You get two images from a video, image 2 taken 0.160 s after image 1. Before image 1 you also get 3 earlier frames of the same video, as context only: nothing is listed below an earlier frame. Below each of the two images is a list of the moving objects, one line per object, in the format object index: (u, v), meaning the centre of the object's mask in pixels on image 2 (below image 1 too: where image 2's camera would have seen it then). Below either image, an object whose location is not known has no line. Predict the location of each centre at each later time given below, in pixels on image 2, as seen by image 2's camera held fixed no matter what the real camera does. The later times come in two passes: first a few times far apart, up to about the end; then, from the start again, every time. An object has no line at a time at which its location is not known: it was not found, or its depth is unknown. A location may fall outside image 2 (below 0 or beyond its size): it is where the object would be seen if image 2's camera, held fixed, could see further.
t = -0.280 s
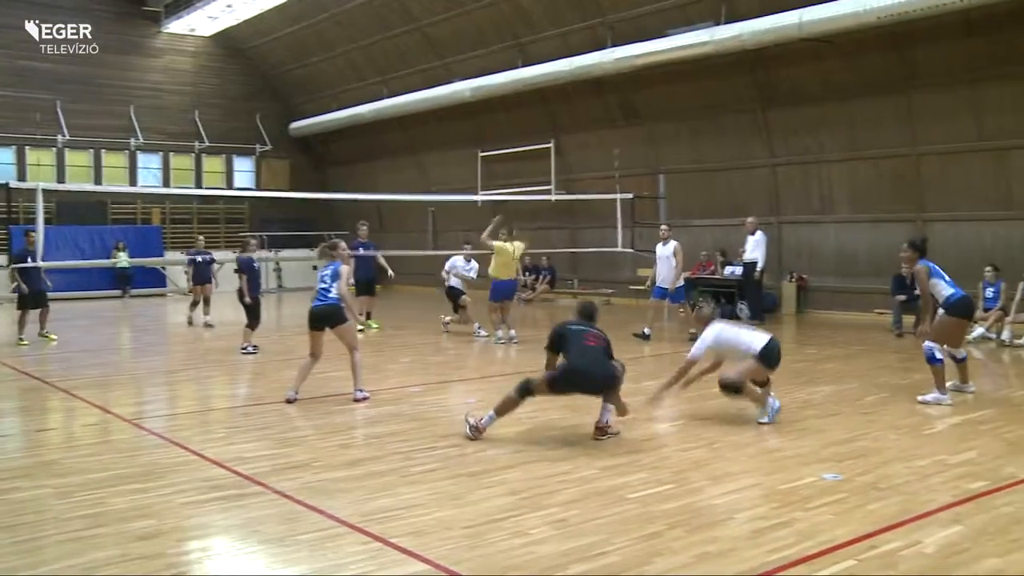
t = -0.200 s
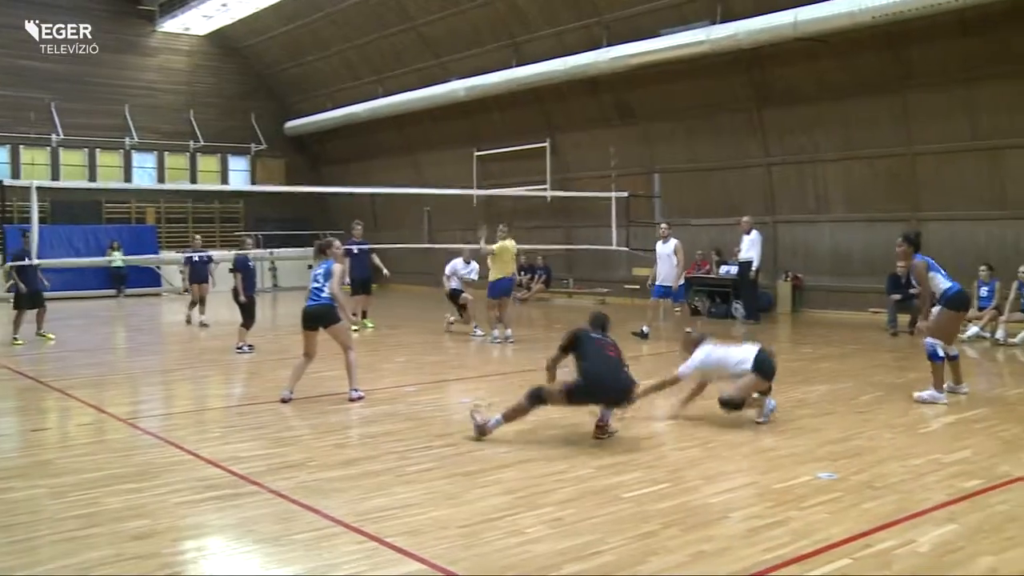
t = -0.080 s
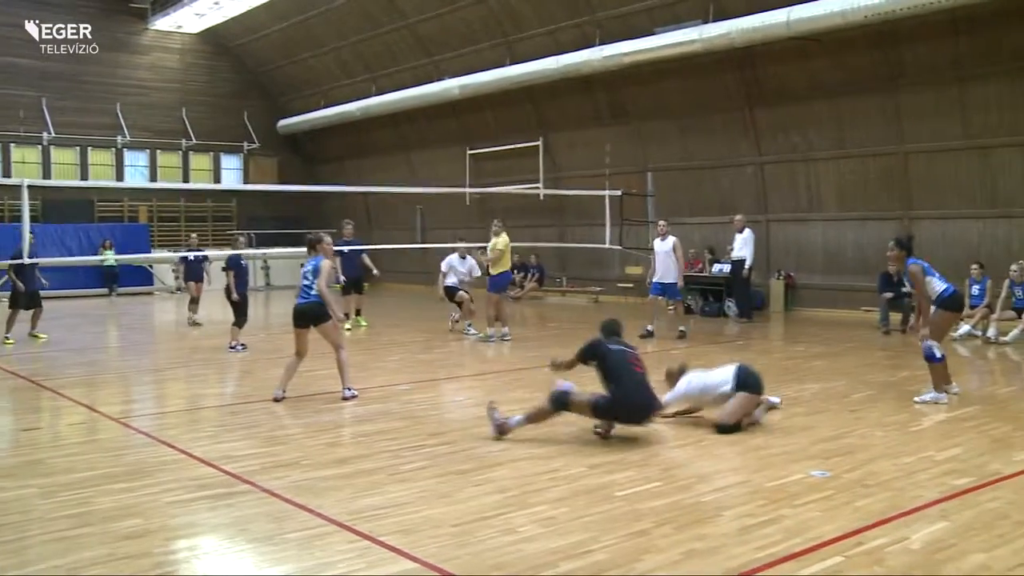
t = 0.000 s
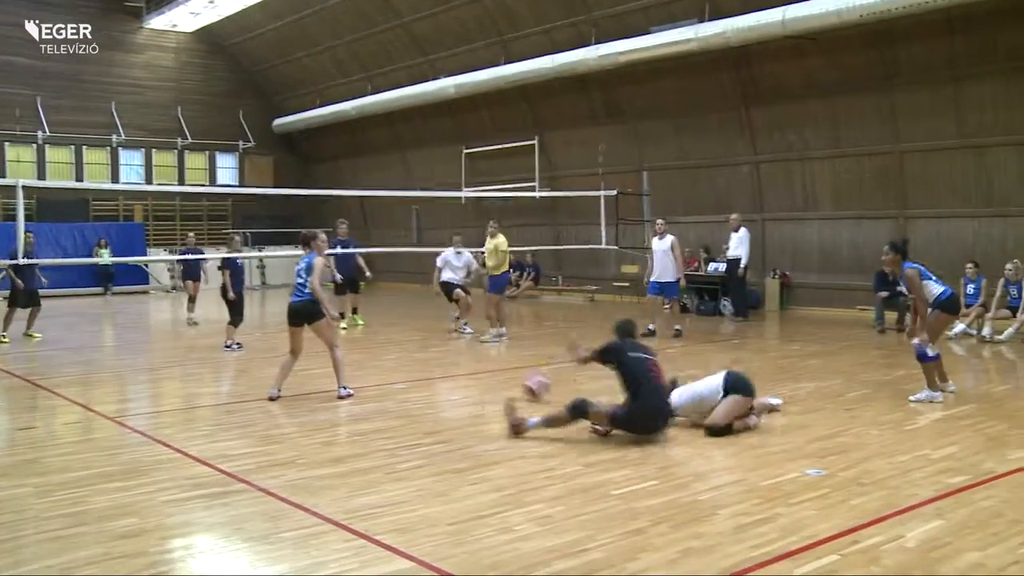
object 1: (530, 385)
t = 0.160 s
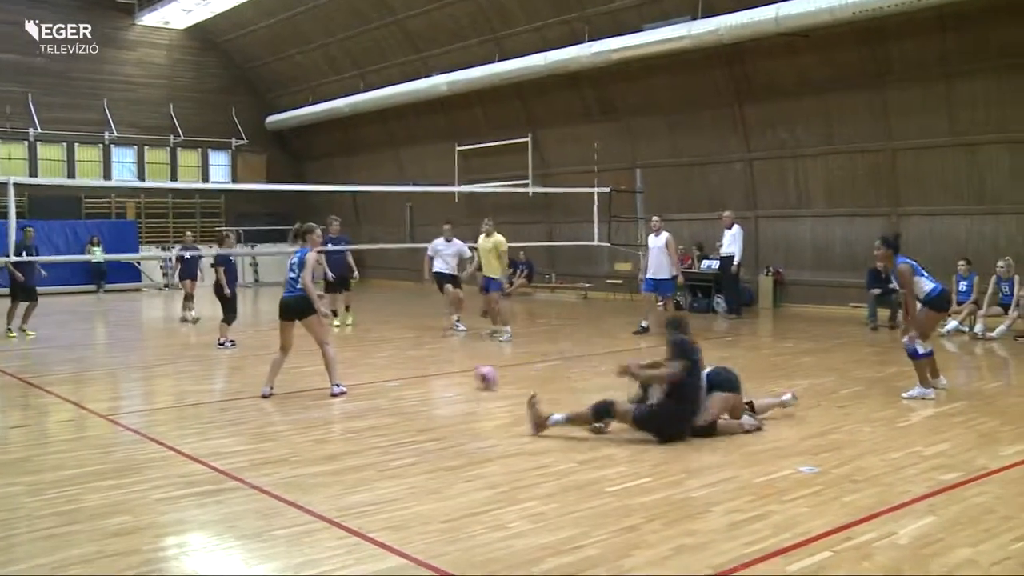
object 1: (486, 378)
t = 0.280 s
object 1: (459, 372)
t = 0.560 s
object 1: (402, 361)
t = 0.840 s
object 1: (358, 352)
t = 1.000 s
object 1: (336, 347)
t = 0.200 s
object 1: (478, 377)
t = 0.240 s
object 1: (467, 374)
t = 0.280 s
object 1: (459, 372)
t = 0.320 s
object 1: (450, 371)
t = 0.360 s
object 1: (442, 369)
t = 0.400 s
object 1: (433, 368)
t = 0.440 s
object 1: (425, 365)
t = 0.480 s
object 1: (418, 365)
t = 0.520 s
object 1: (410, 363)
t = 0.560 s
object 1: (402, 361)
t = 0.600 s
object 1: (396, 360)
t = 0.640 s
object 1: (389, 359)
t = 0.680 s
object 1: (383, 357)
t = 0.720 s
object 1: (375, 357)
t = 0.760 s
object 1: (370, 355)
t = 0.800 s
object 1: (364, 353)
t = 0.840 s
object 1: (358, 352)
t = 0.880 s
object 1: (351, 351)
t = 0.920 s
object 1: (345, 349)
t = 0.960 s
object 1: (341, 348)
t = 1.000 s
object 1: (336, 347)
